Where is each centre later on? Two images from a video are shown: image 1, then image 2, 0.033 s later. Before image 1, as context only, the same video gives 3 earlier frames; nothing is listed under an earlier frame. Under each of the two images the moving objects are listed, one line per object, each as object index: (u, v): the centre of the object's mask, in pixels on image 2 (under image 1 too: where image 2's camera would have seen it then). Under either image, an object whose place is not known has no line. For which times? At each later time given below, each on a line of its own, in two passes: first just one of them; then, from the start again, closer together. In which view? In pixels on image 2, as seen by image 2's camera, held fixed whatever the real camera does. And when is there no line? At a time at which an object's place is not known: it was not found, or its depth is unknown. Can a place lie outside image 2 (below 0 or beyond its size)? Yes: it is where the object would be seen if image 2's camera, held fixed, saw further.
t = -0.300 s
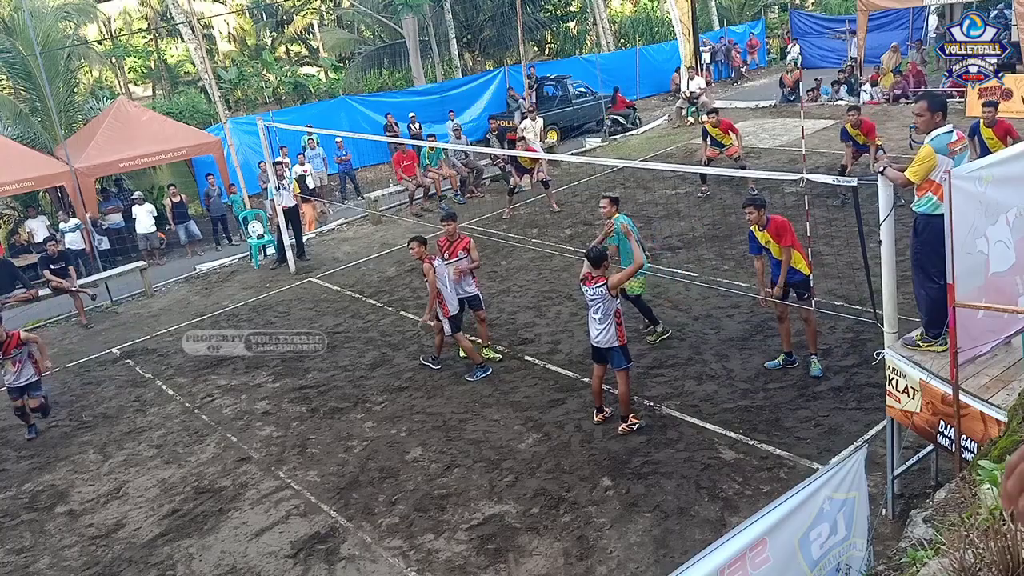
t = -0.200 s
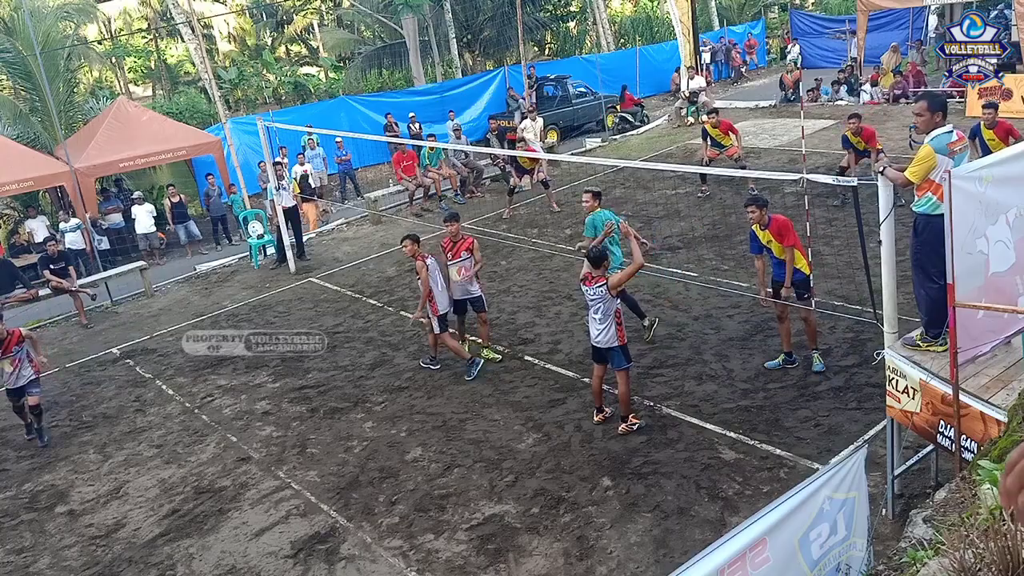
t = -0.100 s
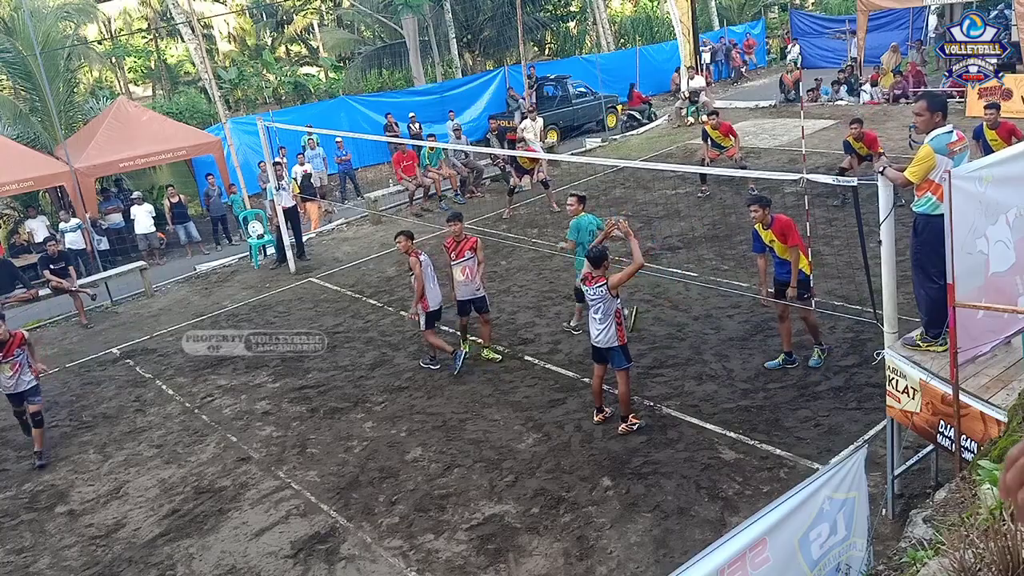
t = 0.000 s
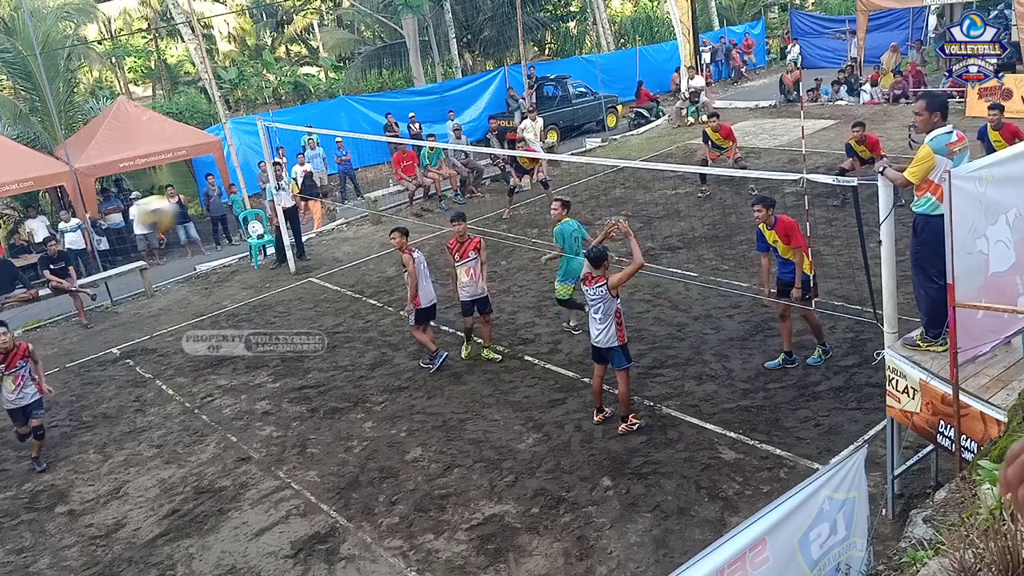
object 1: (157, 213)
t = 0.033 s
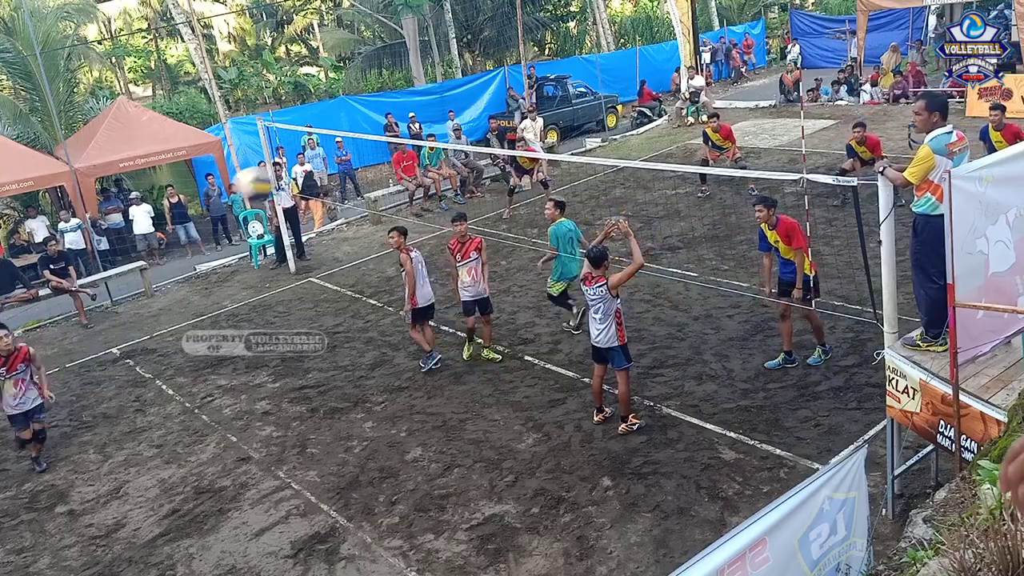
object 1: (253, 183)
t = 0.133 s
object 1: (469, 129)
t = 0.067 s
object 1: (340, 157)
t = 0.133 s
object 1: (469, 129)
